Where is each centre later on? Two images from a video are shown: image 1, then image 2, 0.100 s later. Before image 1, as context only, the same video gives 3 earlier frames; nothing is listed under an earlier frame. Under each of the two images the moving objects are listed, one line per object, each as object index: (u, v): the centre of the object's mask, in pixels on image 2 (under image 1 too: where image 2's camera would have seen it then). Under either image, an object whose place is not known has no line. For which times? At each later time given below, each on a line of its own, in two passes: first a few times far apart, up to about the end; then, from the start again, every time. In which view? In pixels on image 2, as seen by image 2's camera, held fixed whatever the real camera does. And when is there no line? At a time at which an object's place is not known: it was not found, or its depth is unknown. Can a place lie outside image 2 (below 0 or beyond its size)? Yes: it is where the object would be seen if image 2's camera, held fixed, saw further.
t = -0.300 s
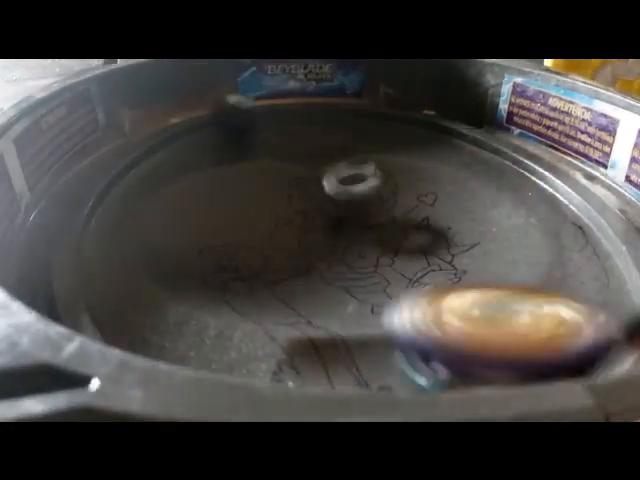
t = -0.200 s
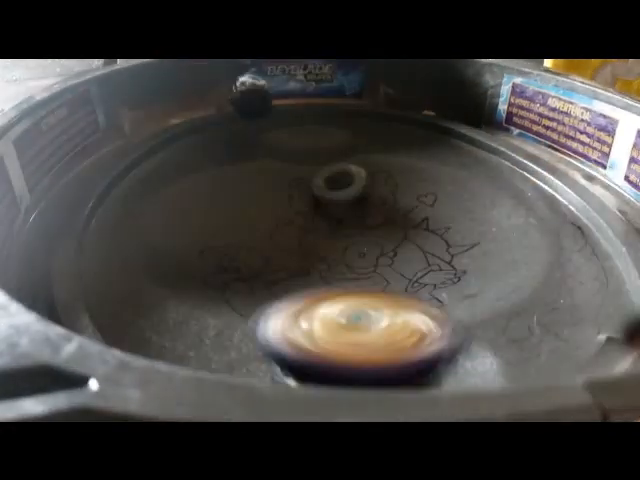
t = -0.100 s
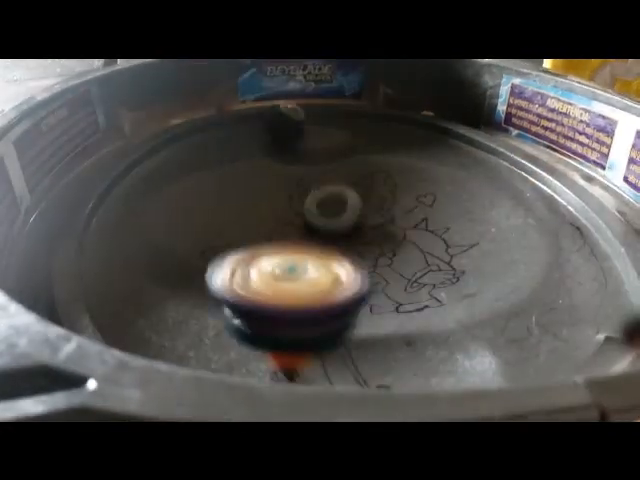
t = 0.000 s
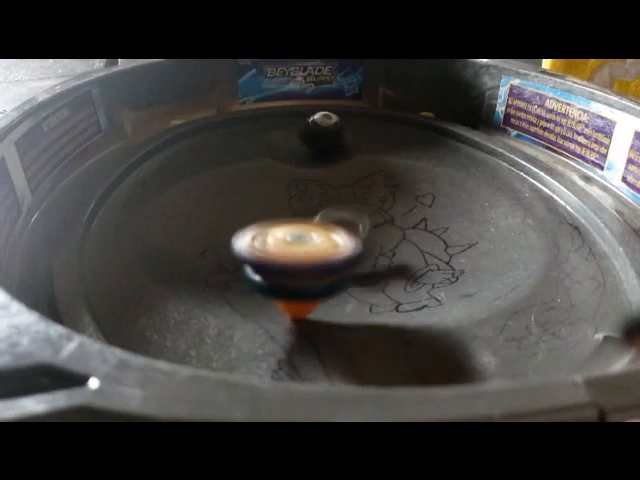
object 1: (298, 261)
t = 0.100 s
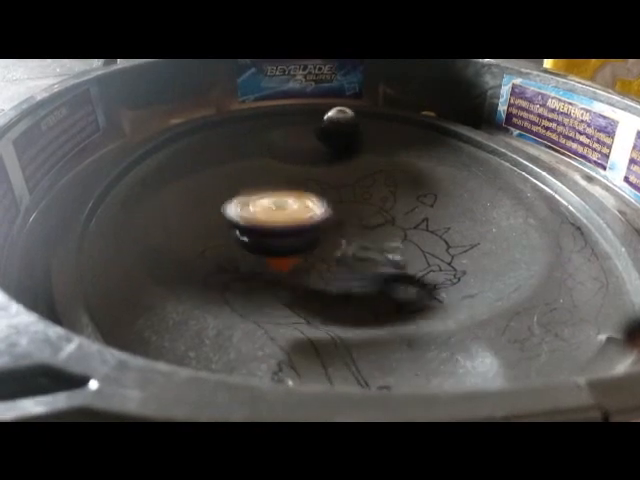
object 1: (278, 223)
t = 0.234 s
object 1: (271, 181)
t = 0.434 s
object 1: (379, 155)
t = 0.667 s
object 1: (420, 225)
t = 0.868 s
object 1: (357, 250)
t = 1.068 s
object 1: (348, 219)
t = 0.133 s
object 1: (265, 218)
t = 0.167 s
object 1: (259, 205)
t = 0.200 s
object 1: (263, 192)
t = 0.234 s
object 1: (271, 181)
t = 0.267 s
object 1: (283, 173)
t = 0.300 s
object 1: (299, 165)
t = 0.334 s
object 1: (317, 159)
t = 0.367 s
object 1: (337, 155)
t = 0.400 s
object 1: (357, 154)
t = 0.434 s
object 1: (379, 155)
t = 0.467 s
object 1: (398, 158)
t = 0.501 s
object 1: (413, 166)
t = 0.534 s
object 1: (427, 175)
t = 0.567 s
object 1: (435, 186)
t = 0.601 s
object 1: (436, 200)
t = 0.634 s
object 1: (432, 213)
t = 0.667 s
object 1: (420, 225)
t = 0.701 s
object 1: (401, 235)
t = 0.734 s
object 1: (394, 238)
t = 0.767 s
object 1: (396, 243)
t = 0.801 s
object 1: (389, 246)
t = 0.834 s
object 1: (375, 249)
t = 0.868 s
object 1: (357, 250)
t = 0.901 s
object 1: (347, 248)
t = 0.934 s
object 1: (345, 242)
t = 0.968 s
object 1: (343, 236)
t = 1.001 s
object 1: (342, 230)
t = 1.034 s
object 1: (344, 224)
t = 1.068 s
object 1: (348, 219)
